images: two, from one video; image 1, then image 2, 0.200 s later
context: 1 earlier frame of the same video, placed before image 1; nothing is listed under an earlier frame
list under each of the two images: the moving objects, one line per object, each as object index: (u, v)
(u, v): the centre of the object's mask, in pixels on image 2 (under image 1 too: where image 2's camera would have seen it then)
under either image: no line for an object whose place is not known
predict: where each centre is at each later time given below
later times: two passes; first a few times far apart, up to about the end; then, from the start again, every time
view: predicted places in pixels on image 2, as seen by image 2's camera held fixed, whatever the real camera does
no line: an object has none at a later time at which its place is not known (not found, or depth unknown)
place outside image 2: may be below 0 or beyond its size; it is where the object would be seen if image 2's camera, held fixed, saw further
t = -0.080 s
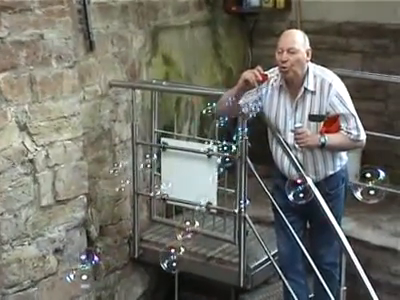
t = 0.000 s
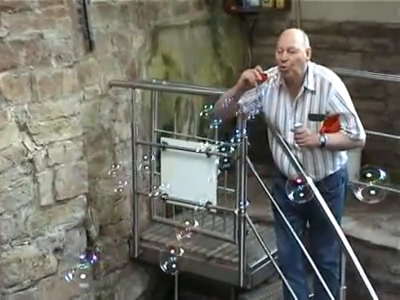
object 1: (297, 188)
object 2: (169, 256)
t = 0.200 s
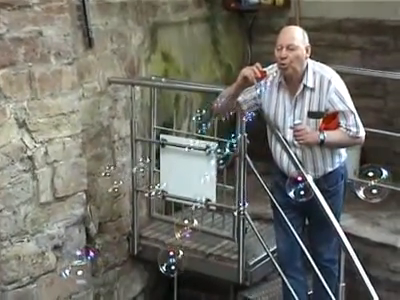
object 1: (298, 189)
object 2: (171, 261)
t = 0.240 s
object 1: (298, 189)
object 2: (171, 261)
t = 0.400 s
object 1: (299, 189)
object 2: (172, 264)
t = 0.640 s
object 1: (300, 190)
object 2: (171, 269)
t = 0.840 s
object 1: (301, 191)
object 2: (171, 273)
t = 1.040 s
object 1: (303, 191)
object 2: (171, 276)
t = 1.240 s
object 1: (304, 192)
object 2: (171, 279)
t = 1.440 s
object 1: (309, 192)
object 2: (171, 281)
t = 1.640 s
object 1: (311, 192)
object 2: (170, 283)
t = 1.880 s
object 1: (314, 192)
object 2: (169, 285)
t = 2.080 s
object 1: (320, 191)
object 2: (168, 286)
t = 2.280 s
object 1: (322, 191)
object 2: (167, 288)
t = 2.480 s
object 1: (324, 190)
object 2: (166, 288)
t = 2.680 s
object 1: (328, 188)
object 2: (165, 288)
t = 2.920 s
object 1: (330, 188)
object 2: (163, 288)
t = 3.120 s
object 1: (332, 187)
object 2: (161, 288)
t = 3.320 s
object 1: (334, 186)
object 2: (159, 287)
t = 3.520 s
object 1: (339, 186)
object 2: (158, 286)
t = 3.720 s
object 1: (342, 186)
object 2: (156, 285)
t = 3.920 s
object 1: (344, 184)
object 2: (154, 284)
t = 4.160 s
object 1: (353, 187)
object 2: (151, 282)
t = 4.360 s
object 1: (355, 187)
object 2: (150, 280)
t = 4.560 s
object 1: (358, 187)
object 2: (148, 279)
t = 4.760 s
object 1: (360, 188)
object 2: (146, 278)
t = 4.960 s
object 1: (362, 188)
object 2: (144, 276)
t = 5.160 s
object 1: (364, 190)
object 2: (142, 276)
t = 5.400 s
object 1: (367, 193)
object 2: (141, 276)
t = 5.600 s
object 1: (368, 196)
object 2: (139, 276)
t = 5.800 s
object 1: (372, 199)
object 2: (136, 277)
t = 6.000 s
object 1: (374, 203)
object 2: (135, 279)
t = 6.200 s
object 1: (375, 207)
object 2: (133, 280)
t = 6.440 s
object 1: (375, 211)
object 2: (132, 281)
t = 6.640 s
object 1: (375, 215)
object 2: (132, 282)
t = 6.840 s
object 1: (376, 220)
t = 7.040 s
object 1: (378, 226)
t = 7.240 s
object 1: (378, 233)
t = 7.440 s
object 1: (377, 238)
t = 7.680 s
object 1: (376, 244)
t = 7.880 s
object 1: (376, 248)
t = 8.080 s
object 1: (374, 244)
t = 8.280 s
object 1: (373, 253)
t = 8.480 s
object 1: (373, 255)
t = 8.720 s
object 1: (373, 258)
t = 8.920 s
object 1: (373, 259)
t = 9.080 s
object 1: (374, 261)
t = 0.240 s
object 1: (298, 189)
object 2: (171, 261)
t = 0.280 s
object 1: (298, 189)
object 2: (171, 262)
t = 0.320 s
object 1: (298, 189)
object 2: (171, 262)
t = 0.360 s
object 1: (299, 189)
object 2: (172, 264)
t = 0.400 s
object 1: (299, 189)
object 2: (172, 264)
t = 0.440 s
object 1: (299, 189)
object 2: (172, 265)
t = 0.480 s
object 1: (300, 189)
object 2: (172, 266)
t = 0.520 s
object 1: (300, 189)
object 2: (172, 267)
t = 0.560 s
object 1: (300, 190)
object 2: (171, 268)
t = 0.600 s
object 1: (300, 190)
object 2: (171, 268)
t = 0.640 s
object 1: (300, 190)
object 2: (171, 269)
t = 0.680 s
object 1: (301, 191)
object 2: (171, 270)
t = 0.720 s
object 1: (301, 191)
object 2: (171, 271)
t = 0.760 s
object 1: (301, 191)
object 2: (171, 271)
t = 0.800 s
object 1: (301, 191)
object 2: (171, 272)
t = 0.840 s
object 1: (301, 191)
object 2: (171, 273)
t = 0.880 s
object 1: (302, 191)
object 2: (171, 273)
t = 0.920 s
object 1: (302, 191)
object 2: (172, 274)
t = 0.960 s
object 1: (302, 191)
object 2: (171, 275)
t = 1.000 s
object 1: (303, 191)
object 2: (171, 275)
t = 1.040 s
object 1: (303, 191)
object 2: (171, 276)
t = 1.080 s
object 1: (303, 191)
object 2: (171, 276)
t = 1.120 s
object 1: (303, 191)
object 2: (171, 277)
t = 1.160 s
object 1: (303, 192)
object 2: (171, 277)
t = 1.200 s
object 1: (304, 192)
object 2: (171, 278)
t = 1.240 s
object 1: (304, 192)
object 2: (171, 279)
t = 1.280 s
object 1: (304, 192)
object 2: (171, 280)
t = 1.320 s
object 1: (307, 191)
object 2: (171, 280)
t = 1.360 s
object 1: (308, 191)
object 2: (171, 280)
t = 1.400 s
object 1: (308, 192)
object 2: (171, 281)
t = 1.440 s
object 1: (309, 192)
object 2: (171, 281)
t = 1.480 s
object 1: (309, 192)
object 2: (171, 281)
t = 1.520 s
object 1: (310, 192)
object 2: (170, 282)
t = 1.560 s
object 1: (310, 192)
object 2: (170, 282)
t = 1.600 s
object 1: (311, 192)
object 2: (170, 283)
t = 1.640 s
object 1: (311, 192)
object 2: (170, 283)
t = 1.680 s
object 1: (311, 192)
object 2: (170, 283)
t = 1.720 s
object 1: (312, 192)
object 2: (170, 284)
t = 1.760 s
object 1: (313, 192)
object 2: (170, 284)
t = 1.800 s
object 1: (314, 192)
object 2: (170, 285)
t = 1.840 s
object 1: (314, 192)
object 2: (170, 285)
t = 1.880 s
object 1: (314, 192)
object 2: (169, 285)
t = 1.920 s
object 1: (315, 193)
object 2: (169, 285)
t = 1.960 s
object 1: (315, 194)
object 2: (169, 286)
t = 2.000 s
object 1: (315, 194)
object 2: (169, 286)
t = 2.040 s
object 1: (320, 191)
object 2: (169, 286)
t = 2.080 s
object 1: (320, 191)
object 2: (168, 286)
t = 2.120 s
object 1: (320, 191)
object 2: (168, 287)
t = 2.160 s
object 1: (320, 191)
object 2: (168, 287)
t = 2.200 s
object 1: (320, 191)
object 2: (168, 287)
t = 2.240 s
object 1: (321, 191)
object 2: (168, 287)
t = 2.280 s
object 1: (322, 191)
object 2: (167, 288)
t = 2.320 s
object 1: (323, 191)
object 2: (167, 288)
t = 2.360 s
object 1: (323, 191)
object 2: (167, 288)
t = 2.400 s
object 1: (324, 190)
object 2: (167, 288)
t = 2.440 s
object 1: (324, 190)
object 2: (167, 288)
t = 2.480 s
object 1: (324, 190)
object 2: (166, 288)
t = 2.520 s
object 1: (327, 187)
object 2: (166, 288)
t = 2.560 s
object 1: (327, 188)
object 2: (166, 288)
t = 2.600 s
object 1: (328, 188)
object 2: (165, 289)
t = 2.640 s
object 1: (328, 188)
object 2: (165, 289)
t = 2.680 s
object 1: (328, 188)
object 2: (165, 288)
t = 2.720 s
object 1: (329, 188)
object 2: (165, 288)
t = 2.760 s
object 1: (329, 188)
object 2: (164, 288)
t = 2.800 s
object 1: (330, 188)
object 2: (164, 289)
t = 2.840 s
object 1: (330, 188)
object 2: (164, 288)
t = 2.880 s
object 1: (330, 188)
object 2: (163, 288)
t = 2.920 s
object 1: (330, 188)
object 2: (163, 288)
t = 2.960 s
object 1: (331, 188)
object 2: (163, 288)
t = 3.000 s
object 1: (331, 187)
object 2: (162, 288)
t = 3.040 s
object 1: (332, 188)
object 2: (161, 288)
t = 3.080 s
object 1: (332, 187)
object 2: (161, 288)
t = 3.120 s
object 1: (332, 187)
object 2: (161, 288)
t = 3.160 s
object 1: (333, 188)
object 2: (160, 288)
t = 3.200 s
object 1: (333, 187)
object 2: (160, 288)
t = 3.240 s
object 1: (333, 187)
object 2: (160, 288)
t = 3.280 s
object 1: (334, 187)
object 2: (160, 288)
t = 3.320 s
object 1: (334, 186)
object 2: (159, 287)
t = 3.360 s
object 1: (335, 187)
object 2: (159, 287)
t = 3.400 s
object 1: (335, 186)
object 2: (159, 287)
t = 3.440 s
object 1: (336, 186)
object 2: (159, 287)
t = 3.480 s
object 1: (337, 186)
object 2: (158, 286)
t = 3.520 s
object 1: (339, 186)
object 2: (158, 286)
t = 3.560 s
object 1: (338, 185)
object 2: (157, 286)
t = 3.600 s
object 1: (339, 185)
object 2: (157, 286)
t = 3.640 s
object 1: (341, 185)
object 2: (156, 286)
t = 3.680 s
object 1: (341, 185)
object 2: (156, 285)
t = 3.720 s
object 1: (342, 186)
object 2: (156, 285)
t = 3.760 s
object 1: (343, 185)
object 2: (156, 285)
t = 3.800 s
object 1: (343, 186)
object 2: (155, 284)
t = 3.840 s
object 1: (342, 184)
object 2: (155, 284)
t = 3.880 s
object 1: (344, 186)
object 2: (155, 284)
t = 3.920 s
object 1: (344, 184)
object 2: (154, 284)
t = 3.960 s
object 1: (345, 185)
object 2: (154, 283)
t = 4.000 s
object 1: (346, 184)
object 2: (153, 283)
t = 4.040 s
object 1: (350, 187)
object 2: (153, 282)
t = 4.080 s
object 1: (351, 187)
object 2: (152, 282)
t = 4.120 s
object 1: (352, 187)
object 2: (152, 282)
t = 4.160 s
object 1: (353, 187)
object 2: (151, 282)
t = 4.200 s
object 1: (353, 187)
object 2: (151, 281)
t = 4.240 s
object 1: (354, 186)
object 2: (151, 281)
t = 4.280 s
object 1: (354, 187)
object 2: (150, 281)
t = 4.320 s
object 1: (354, 186)
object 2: (150, 280)
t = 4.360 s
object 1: (355, 187)
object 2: (150, 280)
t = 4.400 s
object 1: (355, 187)
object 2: (149, 280)
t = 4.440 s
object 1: (356, 187)
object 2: (149, 280)
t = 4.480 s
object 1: (356, 187)
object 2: (149, 280)
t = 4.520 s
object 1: (357, 187)
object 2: (148, 279)
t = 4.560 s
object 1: (358, 187)
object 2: (148, 279)
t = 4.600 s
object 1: (358, 187)
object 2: (147, 278)
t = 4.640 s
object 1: (359, 187)
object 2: (147, 278)
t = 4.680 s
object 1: (359, 187)
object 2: (147, 278)
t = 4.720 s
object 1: (359, 187)
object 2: (146, 278)
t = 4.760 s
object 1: (360, 188)
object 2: (146, 278)
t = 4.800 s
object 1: (361, 188)
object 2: (146, 277)
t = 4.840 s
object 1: (361, 187)
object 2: (145, 277)
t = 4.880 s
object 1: (361, 188)
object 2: (145, 277)
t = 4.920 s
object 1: (361, 188)
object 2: (144, 276)
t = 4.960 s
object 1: (362, 188)
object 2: (144, 276)
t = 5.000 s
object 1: (362, 188)
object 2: (143, 276)
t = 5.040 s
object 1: (363, 189)
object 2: (143, 276)
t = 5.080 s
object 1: (364, 189)
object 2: (143, 276)
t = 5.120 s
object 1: (364, 190)
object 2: (142, 276)
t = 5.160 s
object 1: (364, 190)
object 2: (142, 276)
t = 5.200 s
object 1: (365, 191)
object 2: (142, 276)
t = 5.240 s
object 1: (365, 191)
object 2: (142, 276)
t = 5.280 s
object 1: (366, 192)
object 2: (141, 276)
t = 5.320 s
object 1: (366, 192)
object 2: (141, 276)
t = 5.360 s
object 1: (366, 193)
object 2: (140, 276)
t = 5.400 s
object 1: (367, 193)
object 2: (141, 276)
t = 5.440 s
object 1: (367, 194)
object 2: (140, 276)
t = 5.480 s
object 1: (367, 194)
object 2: (140, 276)
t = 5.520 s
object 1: (368, 195)
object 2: (139, 276)
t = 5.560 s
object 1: (368, 195)
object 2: (139, 276)
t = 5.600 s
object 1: (368, 196)
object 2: (139, 276)
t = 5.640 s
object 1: (369, 197)
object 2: (138, 276)
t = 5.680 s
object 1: (370, 198)
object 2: (138, 276)
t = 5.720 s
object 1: (371, 198)
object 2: (138, 276)
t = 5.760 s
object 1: (371, 199)
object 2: (137, 277)
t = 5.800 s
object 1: (372, 199)
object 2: (136, 277)
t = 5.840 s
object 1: (372, 200)
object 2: (136, 278)
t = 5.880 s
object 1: (372, 201)
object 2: (136, 278)
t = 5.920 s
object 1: (373, 202)
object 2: (136, 278)
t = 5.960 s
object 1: (374, 203)
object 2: (135, 278)
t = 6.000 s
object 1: (374, 203)
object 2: (135, 279)
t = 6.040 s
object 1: (374, 204)
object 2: (135, 279)
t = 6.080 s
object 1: (374, 204)
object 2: (134, 279)
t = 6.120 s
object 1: (375, 205)
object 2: (134, 279)
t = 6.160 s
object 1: (375, 206)
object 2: (134, 280)
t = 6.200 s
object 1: (375, 207)
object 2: (133, 280)
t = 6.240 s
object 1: (375, 208)
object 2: (133, 280)
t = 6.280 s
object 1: (375, 208)
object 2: (133, 280)
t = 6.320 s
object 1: (375, 209)
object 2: (133, 281)
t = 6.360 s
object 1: (375, 210)
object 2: (133, 281)
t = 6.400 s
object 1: (375, 211)
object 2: (133, 281)
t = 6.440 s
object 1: (375, 211)
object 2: (132, 281)
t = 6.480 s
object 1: (376, 213)
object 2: (132, 281)
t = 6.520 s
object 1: (376, 214)
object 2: (132, 281)
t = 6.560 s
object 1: (376, 215)
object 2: (131, 282)
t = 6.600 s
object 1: (375, 215)
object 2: (132, 281)
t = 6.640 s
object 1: (375, 215)
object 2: (132, 282)
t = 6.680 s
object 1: (376, 216)
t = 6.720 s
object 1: (376, 217)
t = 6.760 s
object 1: (376, 218)
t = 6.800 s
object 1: (376, 219)
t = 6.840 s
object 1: (376, 220)
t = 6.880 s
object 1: (373, 220)
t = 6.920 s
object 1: (377, 223)
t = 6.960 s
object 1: (377, 224)
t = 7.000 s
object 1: (377, 225)
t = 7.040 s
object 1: (378, 226)
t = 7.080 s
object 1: (378, 228)
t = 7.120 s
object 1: (378, 229)
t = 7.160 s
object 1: (378, 232)
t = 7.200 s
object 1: (378, 233)
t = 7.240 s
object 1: (378, 233)
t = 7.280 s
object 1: (378, 234)
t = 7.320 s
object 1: (377, 235)
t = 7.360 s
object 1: (377, 236)
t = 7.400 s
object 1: (377, 237)
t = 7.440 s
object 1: (377, 238)
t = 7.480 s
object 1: (377, 239)
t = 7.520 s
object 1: (377, 240)
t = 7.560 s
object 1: (377, 242)
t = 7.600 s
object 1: (377, 243)
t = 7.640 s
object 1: (376, 244)
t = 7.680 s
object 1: (376, 244)
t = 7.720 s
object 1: (376, 245)
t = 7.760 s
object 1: (376, 246)
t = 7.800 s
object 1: (376, 246)
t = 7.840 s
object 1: (375, 247)
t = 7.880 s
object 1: (376, 248)
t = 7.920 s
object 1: (376, 248)
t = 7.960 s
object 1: (375, 249)
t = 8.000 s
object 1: (375, 249)
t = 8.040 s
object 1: (375, 250)
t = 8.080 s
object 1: (374, 244)
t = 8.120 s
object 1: (374, 251)
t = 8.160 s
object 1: (374, 252)
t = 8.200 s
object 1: (374, 252)
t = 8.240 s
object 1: (373, 253)
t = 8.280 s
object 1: (373, 253)
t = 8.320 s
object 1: (373, 254)
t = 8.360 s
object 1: (373, 254)
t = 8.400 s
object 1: (373, 255)
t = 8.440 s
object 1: (373, 255)
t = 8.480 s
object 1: (373, 255)
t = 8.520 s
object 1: (373, 256)
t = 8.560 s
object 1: (373, 257)
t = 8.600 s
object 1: (373, 257)
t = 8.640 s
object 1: (373, 258)
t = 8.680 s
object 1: (373, 258)
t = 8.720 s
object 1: (373, 258)
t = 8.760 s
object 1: (373, 258)
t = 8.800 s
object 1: (373, 259)
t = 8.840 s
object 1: (373, 259)
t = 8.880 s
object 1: (373, 259)
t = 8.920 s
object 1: (373, 259)
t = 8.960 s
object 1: (373, 260)
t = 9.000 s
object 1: (374, 260)
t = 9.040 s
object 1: (374, 260)
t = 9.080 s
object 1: (374, 261)
